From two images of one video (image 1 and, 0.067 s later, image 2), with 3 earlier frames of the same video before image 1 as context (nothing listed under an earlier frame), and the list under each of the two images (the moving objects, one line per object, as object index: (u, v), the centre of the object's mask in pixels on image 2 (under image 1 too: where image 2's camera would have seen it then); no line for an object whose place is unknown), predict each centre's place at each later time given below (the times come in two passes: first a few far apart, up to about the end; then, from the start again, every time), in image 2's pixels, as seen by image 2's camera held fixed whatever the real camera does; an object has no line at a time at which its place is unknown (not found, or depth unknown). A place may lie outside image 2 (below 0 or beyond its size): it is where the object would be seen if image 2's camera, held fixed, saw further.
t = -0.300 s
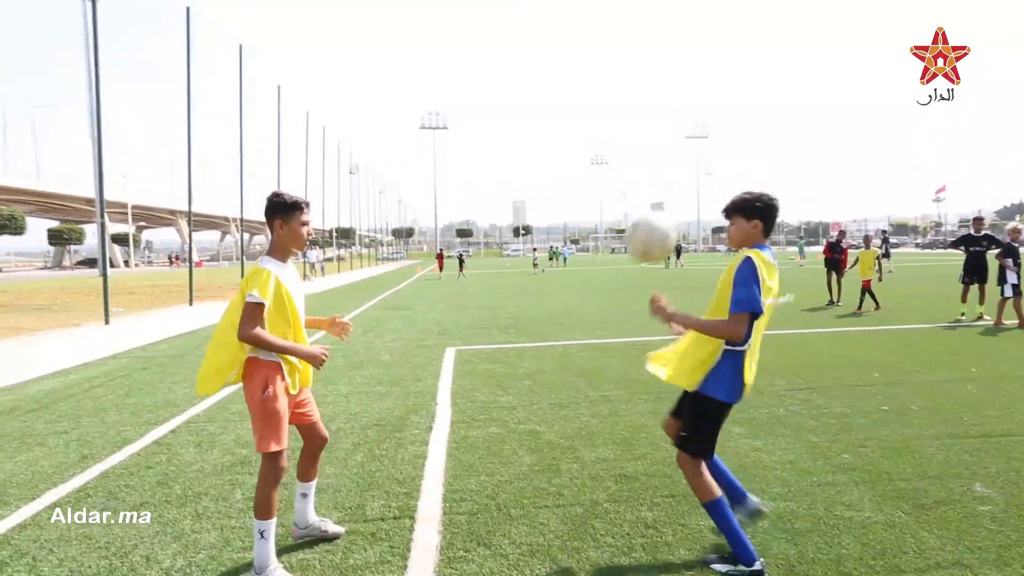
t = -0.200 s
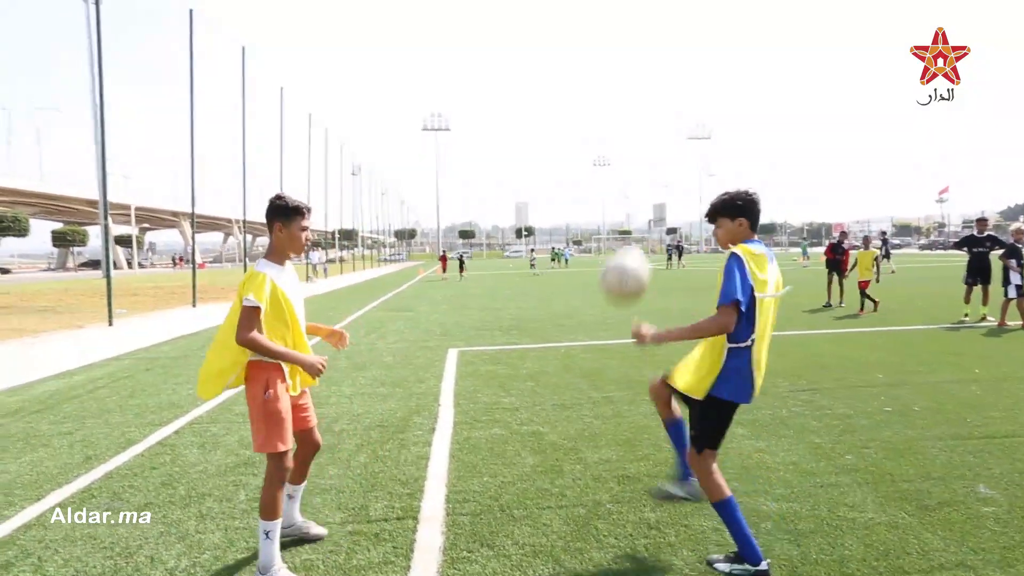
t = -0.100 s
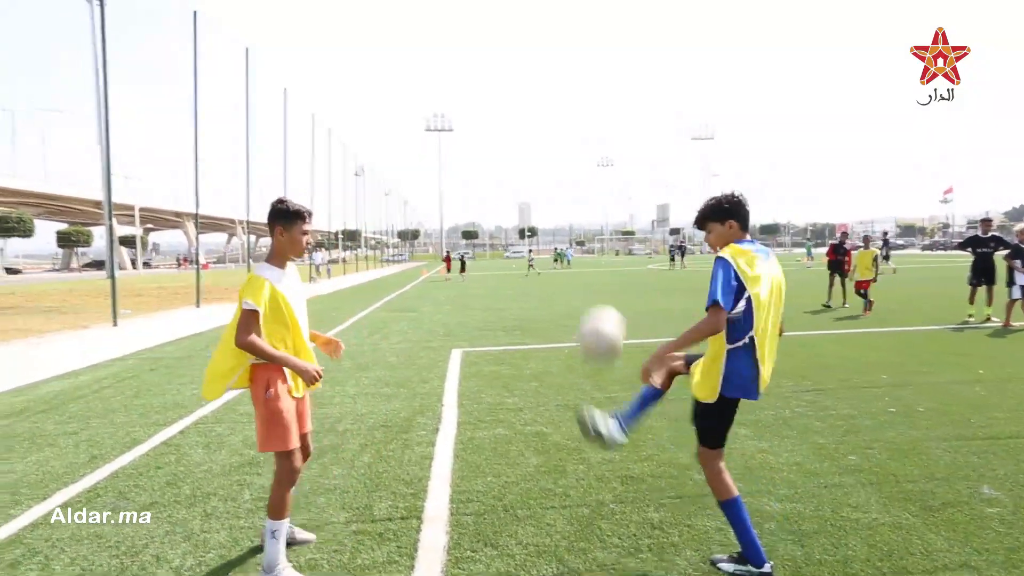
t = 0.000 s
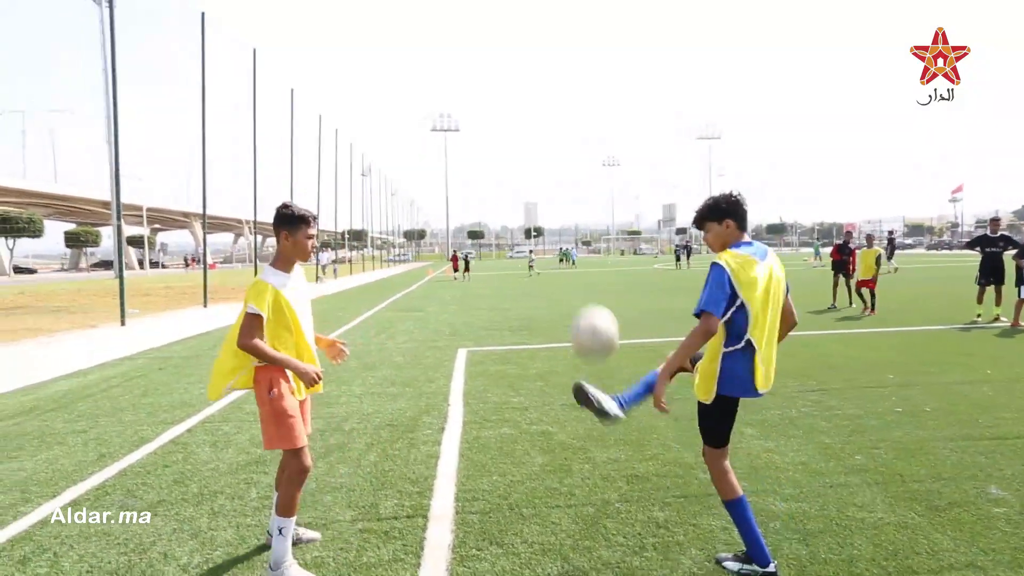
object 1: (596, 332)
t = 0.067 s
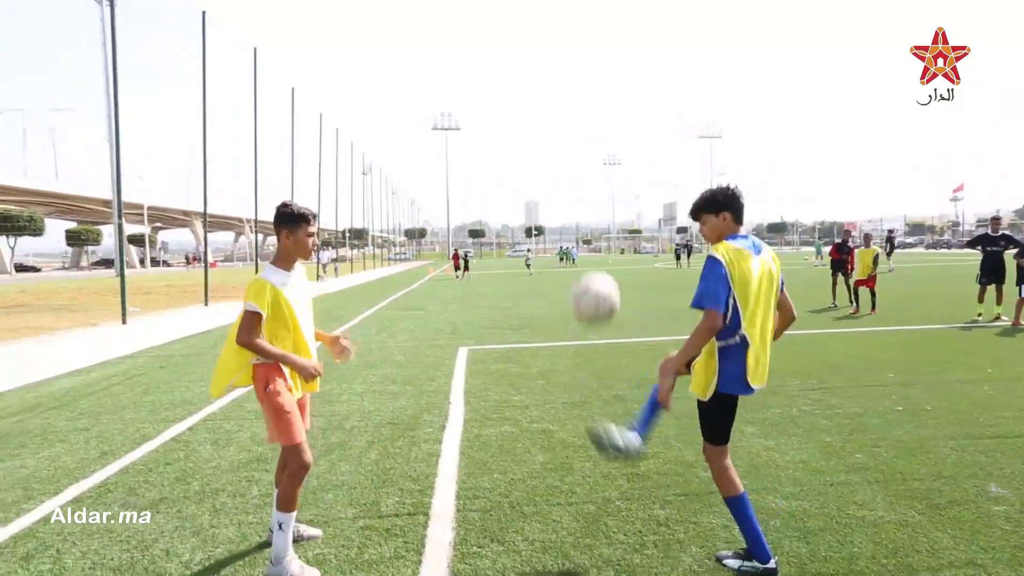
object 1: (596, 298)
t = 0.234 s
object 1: (596, 255)
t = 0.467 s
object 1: (600, 297)
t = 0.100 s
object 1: (596, 285)
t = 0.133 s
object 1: (596, 274)
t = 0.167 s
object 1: (595, 265)
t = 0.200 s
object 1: (596, 259)
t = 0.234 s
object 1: (596, 255)
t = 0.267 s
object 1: (595, 254)
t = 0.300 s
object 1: (595, 254)
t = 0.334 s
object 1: (597, 257)
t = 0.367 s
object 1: (598, 262)
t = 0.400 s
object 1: (598, 271)
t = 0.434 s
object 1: (599, 283)
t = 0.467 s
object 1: (600, 297)
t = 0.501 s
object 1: (602, 313)
